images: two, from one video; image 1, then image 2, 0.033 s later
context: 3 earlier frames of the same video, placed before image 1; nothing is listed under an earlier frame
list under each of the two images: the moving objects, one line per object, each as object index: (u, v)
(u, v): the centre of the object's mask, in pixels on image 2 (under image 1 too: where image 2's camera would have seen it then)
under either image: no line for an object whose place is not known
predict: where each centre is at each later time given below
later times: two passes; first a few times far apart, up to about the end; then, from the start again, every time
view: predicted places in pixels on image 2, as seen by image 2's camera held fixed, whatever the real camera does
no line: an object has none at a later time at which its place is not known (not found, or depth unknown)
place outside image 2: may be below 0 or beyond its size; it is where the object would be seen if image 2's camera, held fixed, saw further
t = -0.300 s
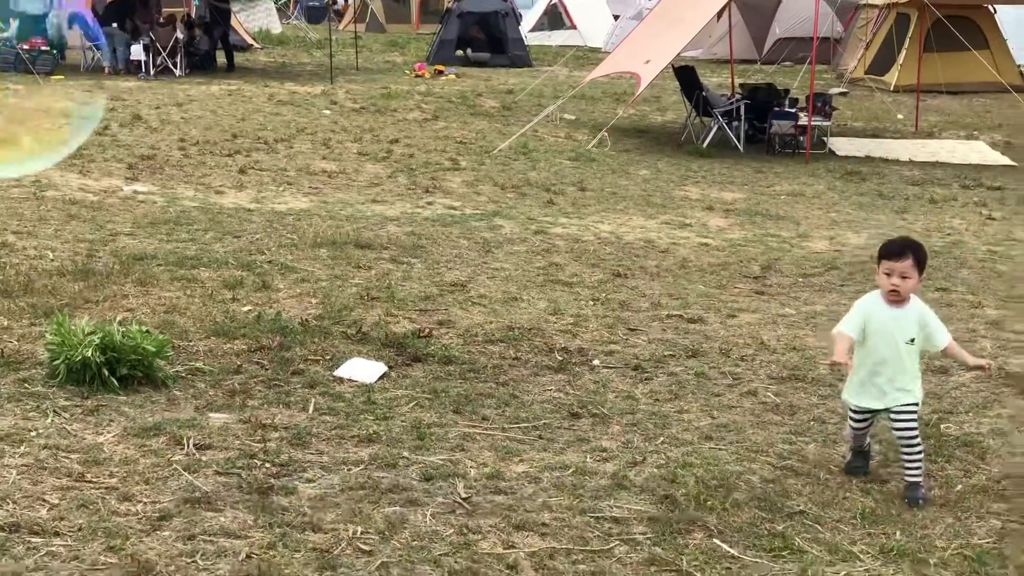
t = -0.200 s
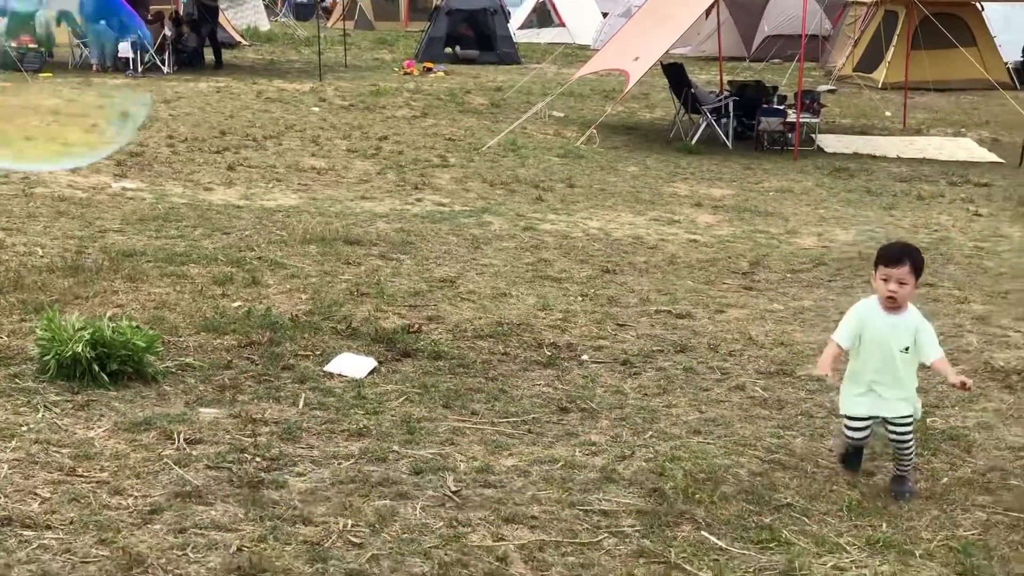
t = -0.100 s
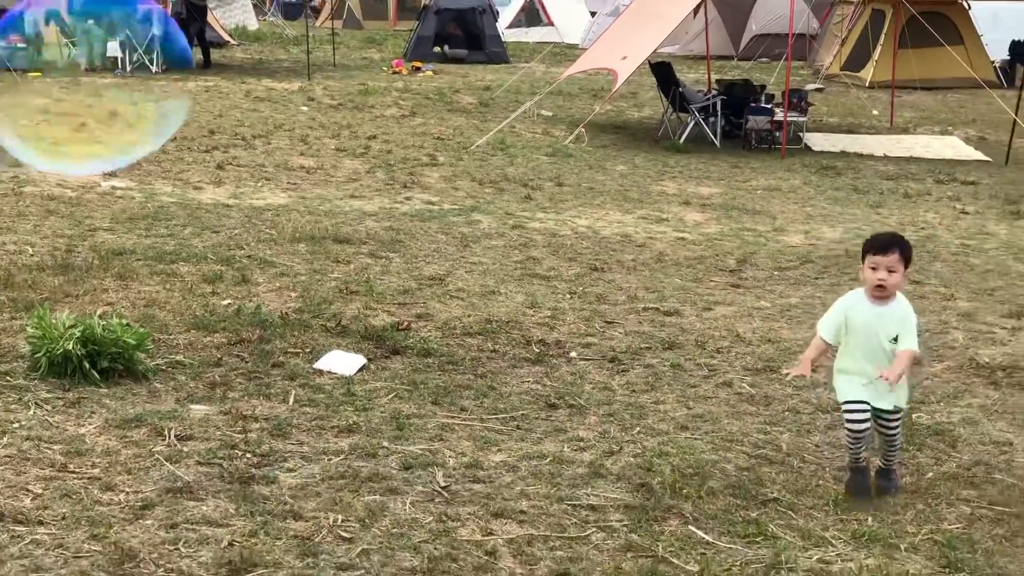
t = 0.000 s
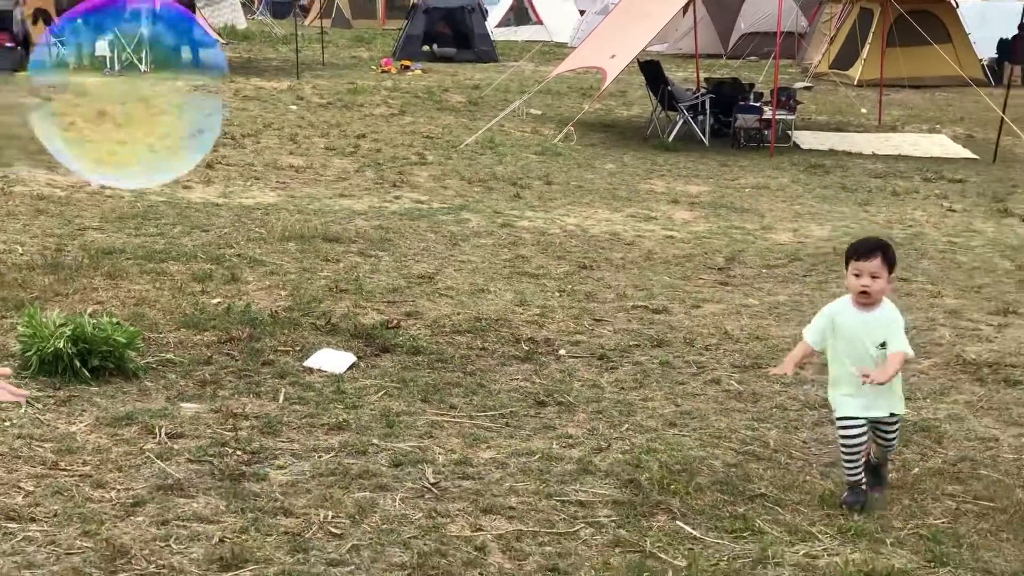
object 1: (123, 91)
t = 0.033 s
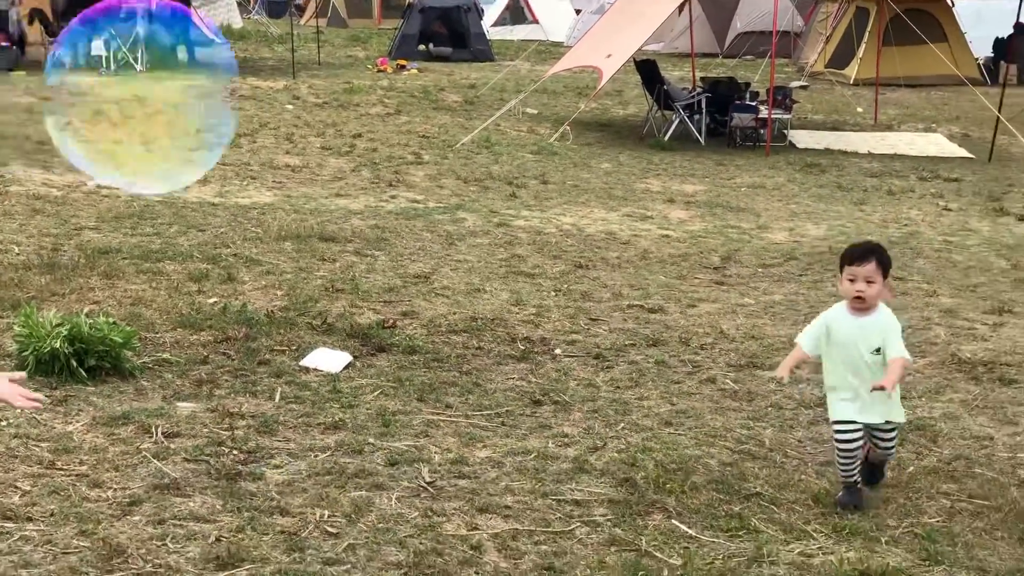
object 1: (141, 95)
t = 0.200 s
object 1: (219, 119)
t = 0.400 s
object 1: (290, 136)
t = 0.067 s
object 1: (157, 100)
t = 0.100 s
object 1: (174, 106)
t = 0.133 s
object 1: (189, 110)
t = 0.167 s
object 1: (204, 114)
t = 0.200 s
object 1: (219, 119)
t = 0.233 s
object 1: (232, 123)
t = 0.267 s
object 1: (245, 126)
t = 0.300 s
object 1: (257, 128)
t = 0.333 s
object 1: (270, 131)
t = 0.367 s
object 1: (280, 133)
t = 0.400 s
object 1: (290, 136)
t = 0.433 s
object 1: (301, 138)
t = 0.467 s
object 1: (313, 142)
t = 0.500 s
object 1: (324, 145)
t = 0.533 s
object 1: (336, 147)
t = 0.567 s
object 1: (346, 157)
